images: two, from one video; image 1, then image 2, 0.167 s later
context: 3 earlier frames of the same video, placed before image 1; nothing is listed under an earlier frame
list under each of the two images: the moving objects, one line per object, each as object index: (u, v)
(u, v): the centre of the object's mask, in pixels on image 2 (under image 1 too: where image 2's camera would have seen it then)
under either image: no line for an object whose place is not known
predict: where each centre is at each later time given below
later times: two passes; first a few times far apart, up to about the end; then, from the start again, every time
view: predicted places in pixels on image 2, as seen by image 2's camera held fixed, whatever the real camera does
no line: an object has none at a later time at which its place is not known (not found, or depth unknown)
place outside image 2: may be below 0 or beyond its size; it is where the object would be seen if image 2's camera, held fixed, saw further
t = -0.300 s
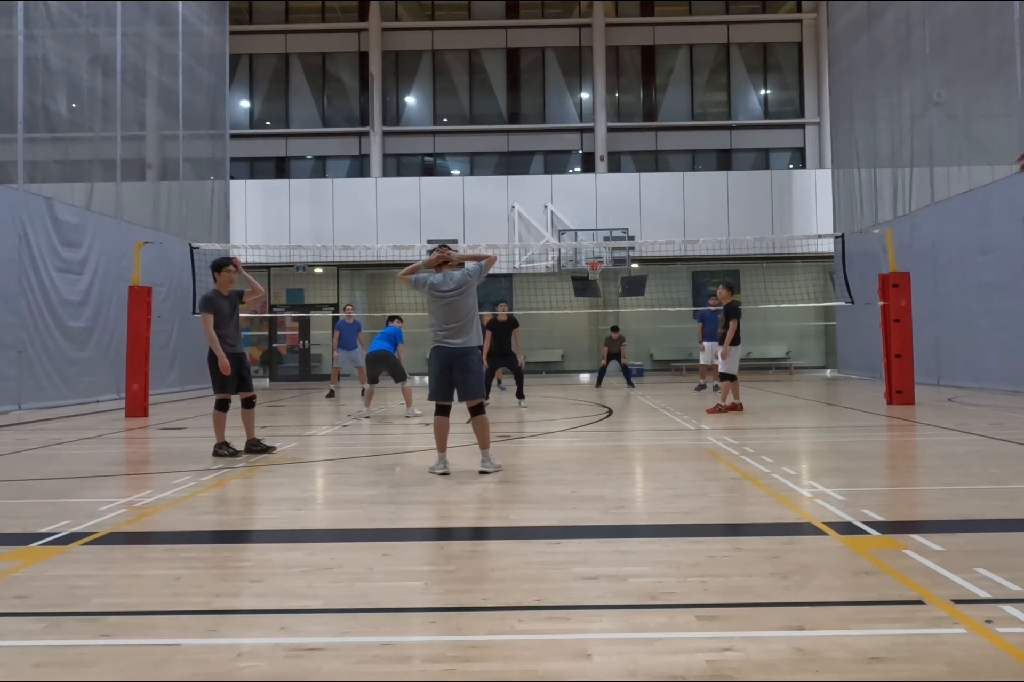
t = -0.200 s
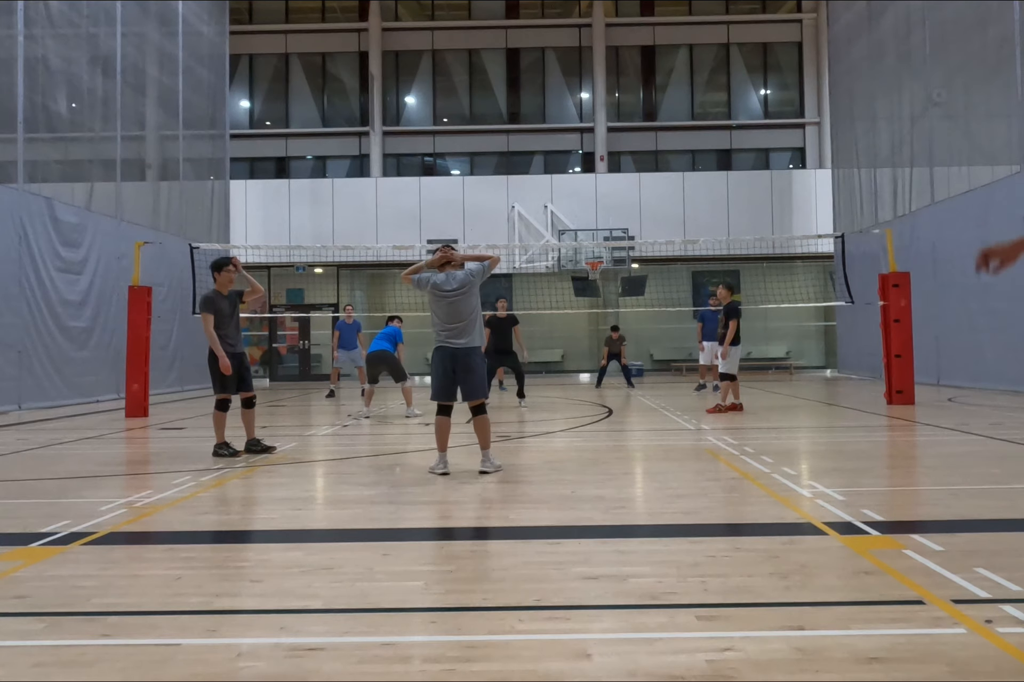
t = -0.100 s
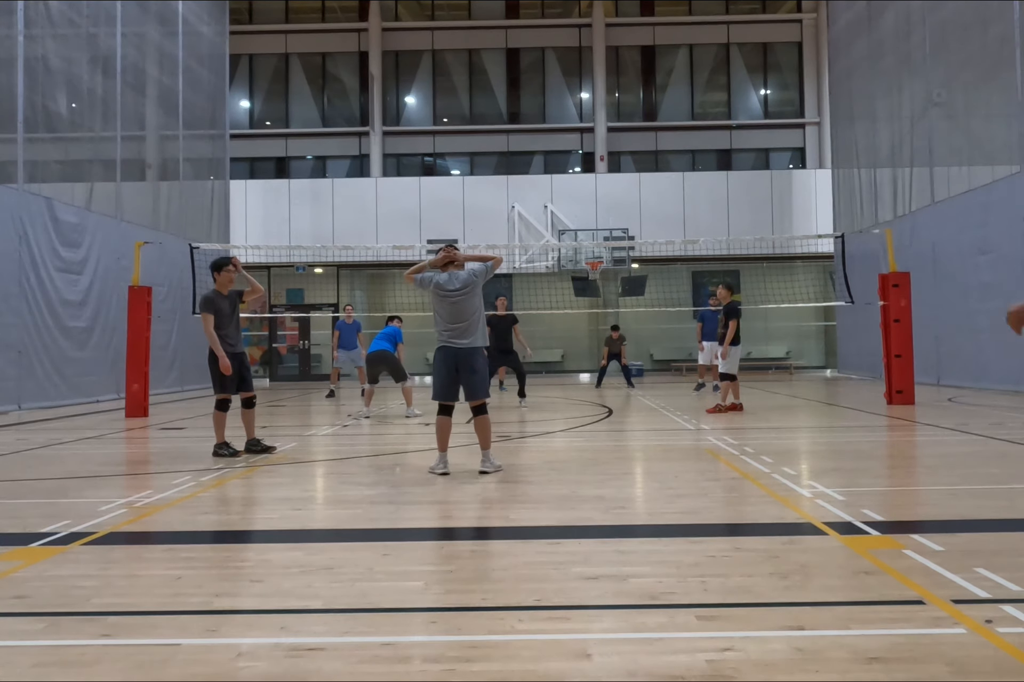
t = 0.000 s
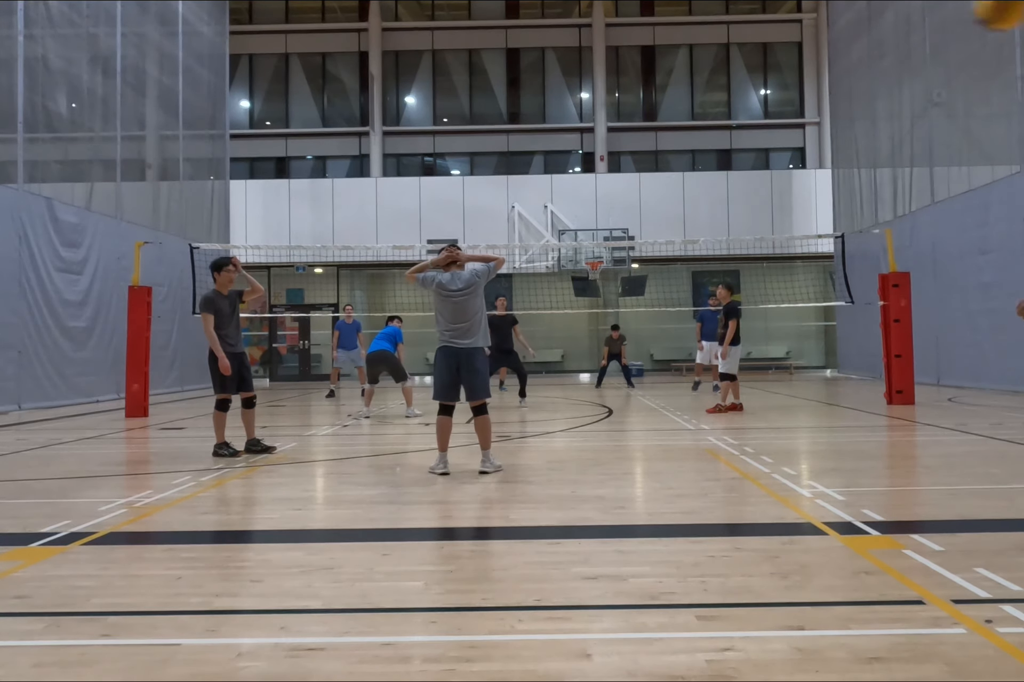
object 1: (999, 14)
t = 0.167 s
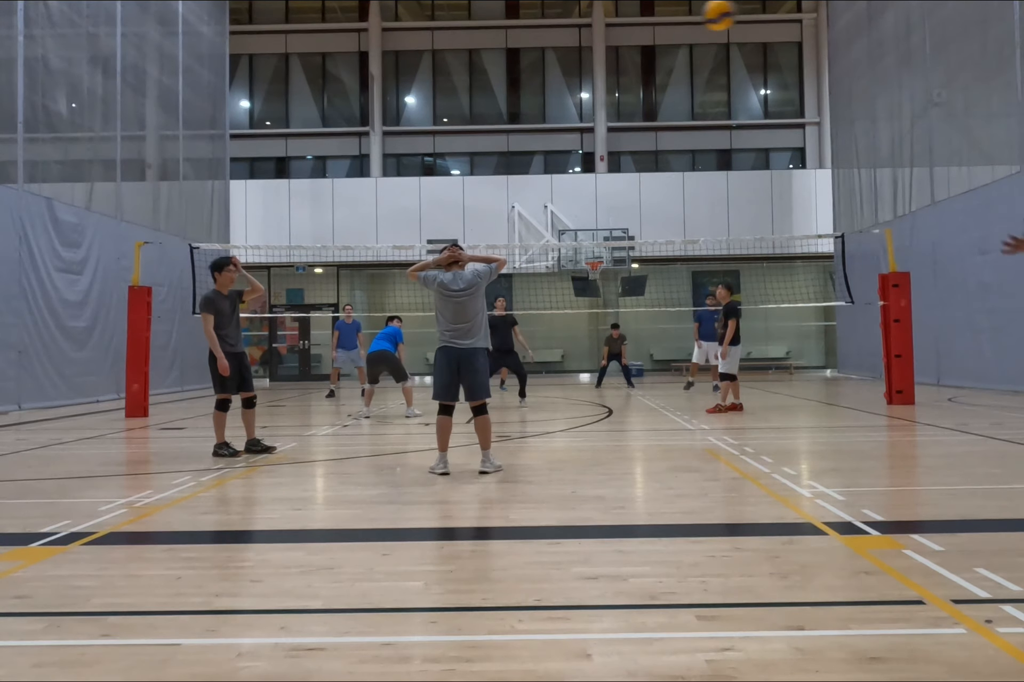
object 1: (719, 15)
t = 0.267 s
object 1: (626, 33)
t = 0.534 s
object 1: (487, 101)
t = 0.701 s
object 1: (437, 151)
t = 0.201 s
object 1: (685, 19)
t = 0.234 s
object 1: (654, 24)
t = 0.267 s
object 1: (626, 33)
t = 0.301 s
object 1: (603, 40)
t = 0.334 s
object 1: (581, 48)
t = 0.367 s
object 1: (562, 56)
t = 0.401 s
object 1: (544, 65)
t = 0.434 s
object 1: (528, 74)
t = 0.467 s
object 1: (514, 83)
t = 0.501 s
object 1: (500, 92)
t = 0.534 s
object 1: (487, 101)
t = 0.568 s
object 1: (475, 110)
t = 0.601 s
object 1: (465, 119)
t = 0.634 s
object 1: (455, 130)
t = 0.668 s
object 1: (446, 140)
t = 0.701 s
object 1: (437, 151)
